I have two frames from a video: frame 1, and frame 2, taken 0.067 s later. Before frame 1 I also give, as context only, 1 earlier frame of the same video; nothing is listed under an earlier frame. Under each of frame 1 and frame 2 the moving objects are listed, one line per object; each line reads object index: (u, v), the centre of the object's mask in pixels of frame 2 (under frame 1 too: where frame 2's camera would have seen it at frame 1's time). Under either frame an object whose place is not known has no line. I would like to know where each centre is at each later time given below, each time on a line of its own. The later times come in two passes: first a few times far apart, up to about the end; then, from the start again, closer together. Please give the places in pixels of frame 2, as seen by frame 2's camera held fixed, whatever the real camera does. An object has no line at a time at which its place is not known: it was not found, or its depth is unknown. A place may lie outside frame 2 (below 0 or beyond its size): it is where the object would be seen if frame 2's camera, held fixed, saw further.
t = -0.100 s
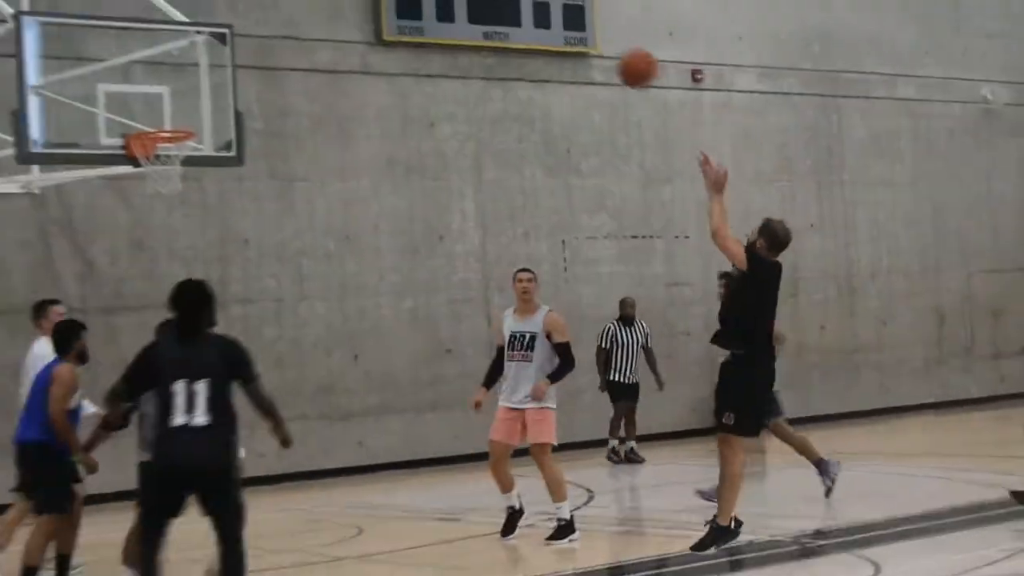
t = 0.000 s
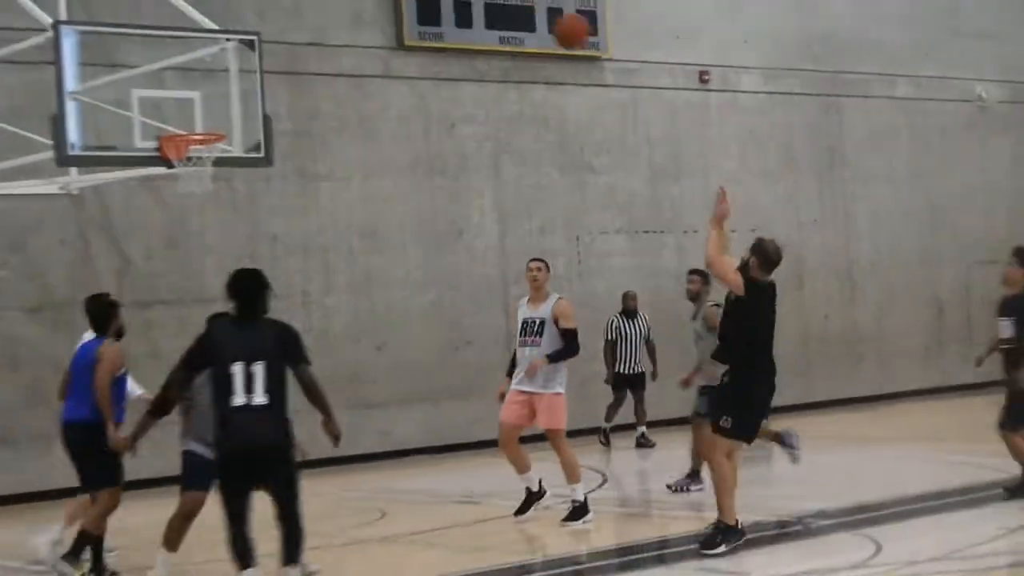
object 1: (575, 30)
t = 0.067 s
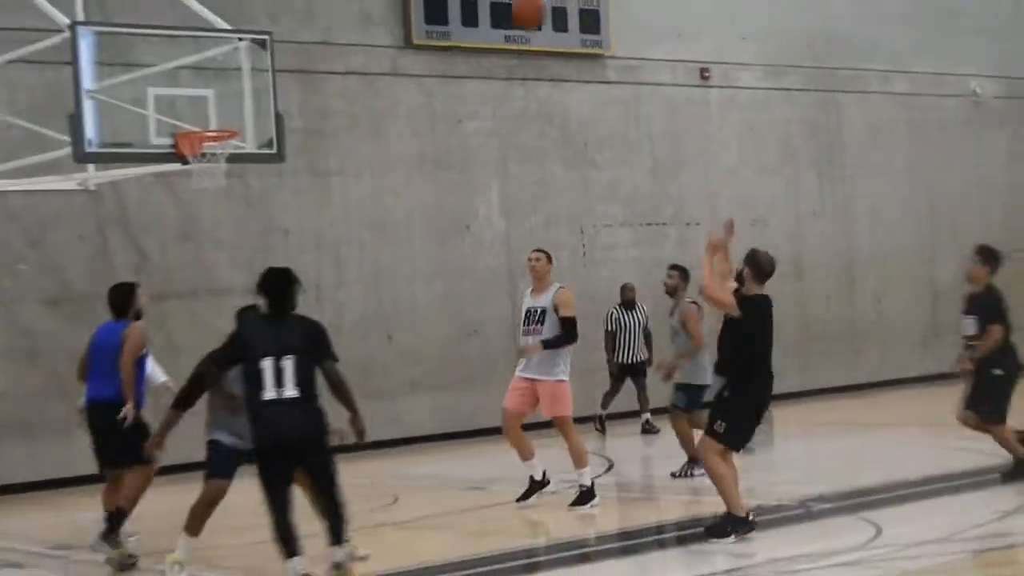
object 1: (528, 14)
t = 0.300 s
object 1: (382, 21)
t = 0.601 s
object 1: (232, 101)
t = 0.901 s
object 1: (217, 158)
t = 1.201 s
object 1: (239, 224)
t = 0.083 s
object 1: (516, 14)
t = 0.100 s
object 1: (506, 14)
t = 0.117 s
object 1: (496, 12)
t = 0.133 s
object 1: (485, 10)
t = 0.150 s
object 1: (473, 9)
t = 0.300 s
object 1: (382, 21)
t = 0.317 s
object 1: (371, 23)
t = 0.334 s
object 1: (363, 25)
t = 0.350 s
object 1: (353, 28)
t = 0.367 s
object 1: (344, 30)
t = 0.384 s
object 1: (339, 31)
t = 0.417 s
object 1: (320, 39)
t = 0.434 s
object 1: (311, 42)
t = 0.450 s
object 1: (302, 45)
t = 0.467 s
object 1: (294, 48)
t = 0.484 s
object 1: (288, 52)
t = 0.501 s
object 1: (277, 59)
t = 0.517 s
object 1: (269, 66)
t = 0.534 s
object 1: (262, 72)
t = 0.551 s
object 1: (255, 78)
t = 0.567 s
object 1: (247, 85)
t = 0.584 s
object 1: (238, 94)
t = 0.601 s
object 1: (232, 101)
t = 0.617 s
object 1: (224, 109)
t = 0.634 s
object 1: (216, 117)
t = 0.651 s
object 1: (210, 122)
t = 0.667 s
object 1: (204, 127)
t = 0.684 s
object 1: (200, 140)
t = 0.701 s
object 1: (202, 150)
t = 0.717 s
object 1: (204, 148)
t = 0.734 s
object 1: (206, 157)
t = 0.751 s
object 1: (208, 164)
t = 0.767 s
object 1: (209, 163)
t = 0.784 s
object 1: (210, 163)
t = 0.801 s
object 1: (211, 161)
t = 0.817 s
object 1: (212, 160)
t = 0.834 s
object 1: (214, 160)
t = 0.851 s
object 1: (214, 159)
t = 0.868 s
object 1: (214, 158)
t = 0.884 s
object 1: (216, 158)
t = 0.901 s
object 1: (217, 158)
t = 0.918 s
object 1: (218, 158)
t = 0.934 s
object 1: (218, 159)
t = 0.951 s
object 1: (220, 160)
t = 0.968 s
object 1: (221, 163)
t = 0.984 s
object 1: (222, 165)
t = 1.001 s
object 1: (223, 167)
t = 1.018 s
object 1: (224, 170)
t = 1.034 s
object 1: (224, 173)
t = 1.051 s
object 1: (226, 177)
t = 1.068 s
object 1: (227, 181)
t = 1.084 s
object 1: (228, 185)
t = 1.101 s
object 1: (229, 190)
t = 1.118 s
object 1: (231, 195)
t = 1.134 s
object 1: (232, 200)
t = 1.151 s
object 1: (234, 206)
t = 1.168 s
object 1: (236, 212)
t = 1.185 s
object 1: (237, 218)
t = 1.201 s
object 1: (239, 224)
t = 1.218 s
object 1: (241, 230)
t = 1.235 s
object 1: (242, 239)
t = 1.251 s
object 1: (243, 247)
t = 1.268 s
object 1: (244, 255)
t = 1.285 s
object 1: (245, 263)
